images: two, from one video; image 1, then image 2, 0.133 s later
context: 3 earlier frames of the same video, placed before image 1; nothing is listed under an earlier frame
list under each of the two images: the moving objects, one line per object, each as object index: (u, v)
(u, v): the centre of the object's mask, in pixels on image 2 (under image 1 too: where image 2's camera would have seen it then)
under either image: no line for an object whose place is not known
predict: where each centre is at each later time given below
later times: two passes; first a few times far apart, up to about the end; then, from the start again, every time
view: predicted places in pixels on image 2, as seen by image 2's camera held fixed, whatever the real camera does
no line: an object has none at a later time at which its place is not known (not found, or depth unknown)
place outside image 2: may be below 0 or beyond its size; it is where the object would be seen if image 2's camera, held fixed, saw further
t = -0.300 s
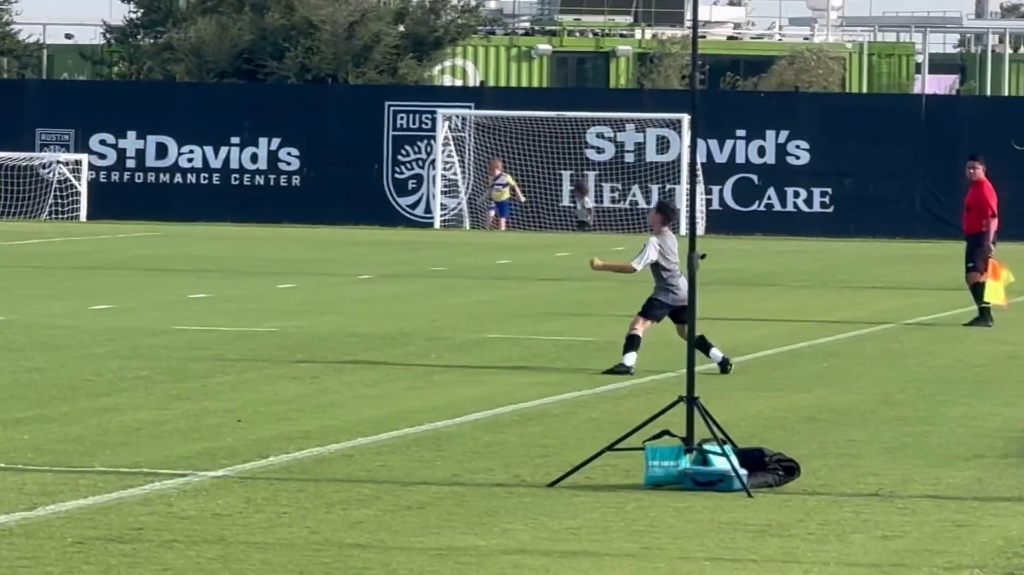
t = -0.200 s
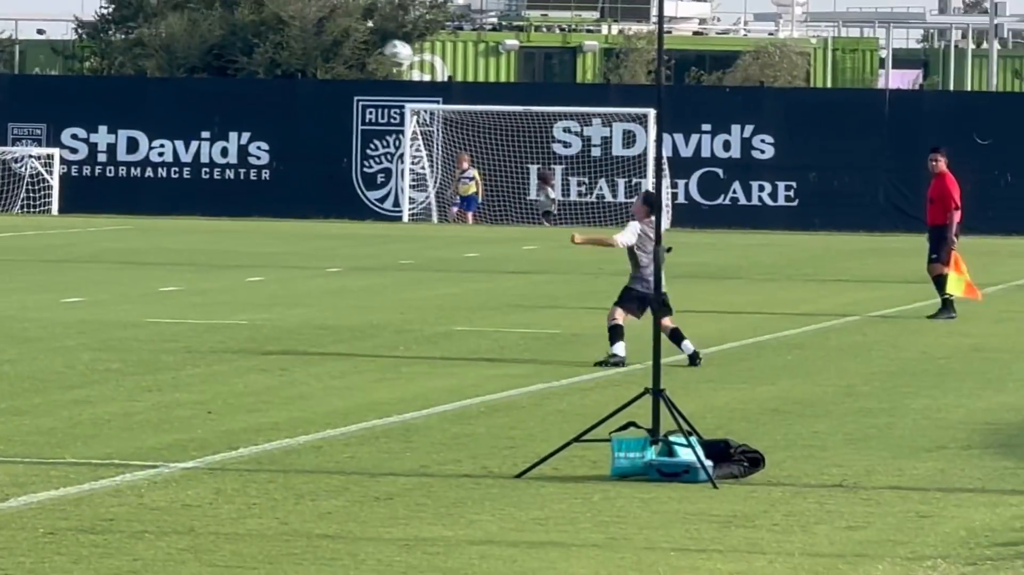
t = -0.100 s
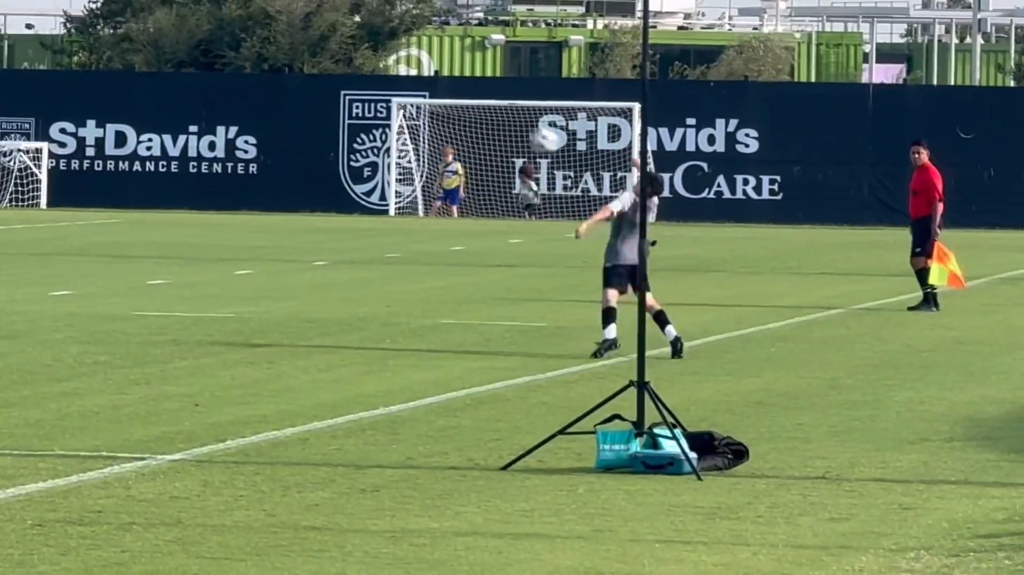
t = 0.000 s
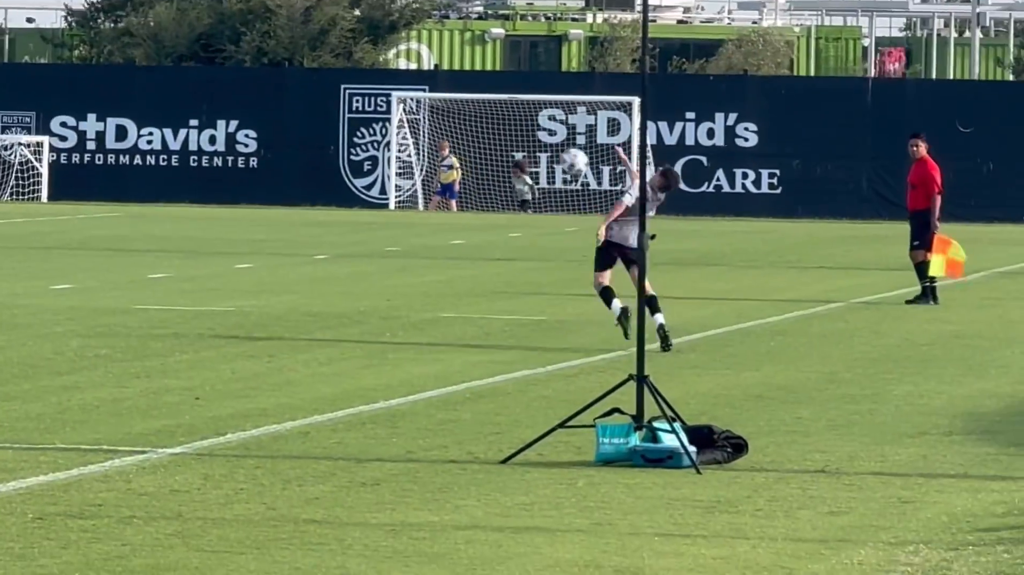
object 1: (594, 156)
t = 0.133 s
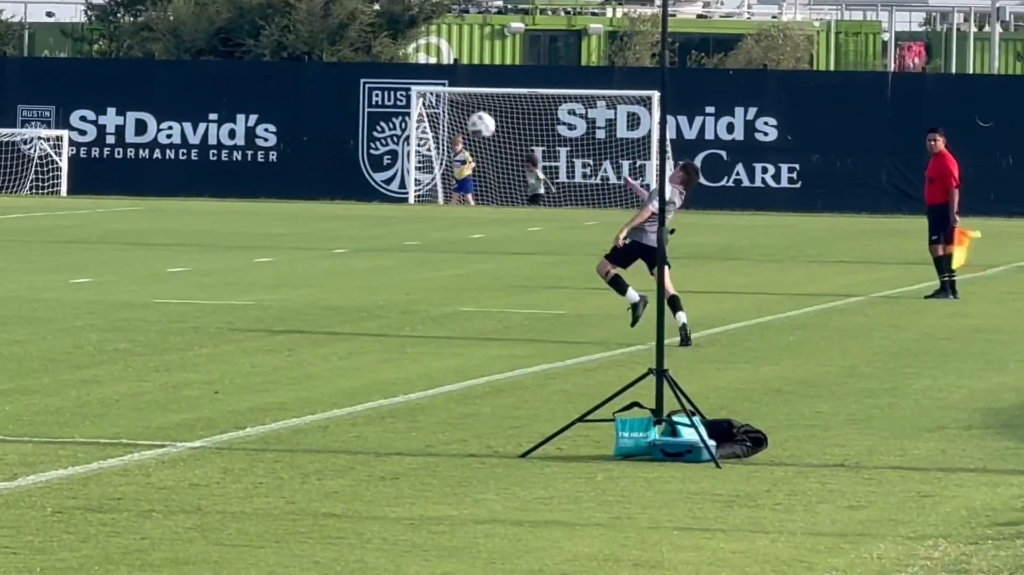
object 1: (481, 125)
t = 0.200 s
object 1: (428, 119)
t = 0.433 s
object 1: (244, 142)
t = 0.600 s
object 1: (122, 192)
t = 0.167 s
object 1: (455, 121)
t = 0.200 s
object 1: (428, 119)
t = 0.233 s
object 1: (398, 117)
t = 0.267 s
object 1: (374, 119)
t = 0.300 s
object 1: (347, 120)
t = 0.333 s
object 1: (320, 124)
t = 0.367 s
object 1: (294, 128)
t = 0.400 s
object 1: (267, 134)
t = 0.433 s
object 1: (244, 142)
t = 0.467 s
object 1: (219, 149)
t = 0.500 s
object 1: (194, 158)
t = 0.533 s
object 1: (169, 168)
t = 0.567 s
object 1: (145, 178)
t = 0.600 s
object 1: (122, 192)
